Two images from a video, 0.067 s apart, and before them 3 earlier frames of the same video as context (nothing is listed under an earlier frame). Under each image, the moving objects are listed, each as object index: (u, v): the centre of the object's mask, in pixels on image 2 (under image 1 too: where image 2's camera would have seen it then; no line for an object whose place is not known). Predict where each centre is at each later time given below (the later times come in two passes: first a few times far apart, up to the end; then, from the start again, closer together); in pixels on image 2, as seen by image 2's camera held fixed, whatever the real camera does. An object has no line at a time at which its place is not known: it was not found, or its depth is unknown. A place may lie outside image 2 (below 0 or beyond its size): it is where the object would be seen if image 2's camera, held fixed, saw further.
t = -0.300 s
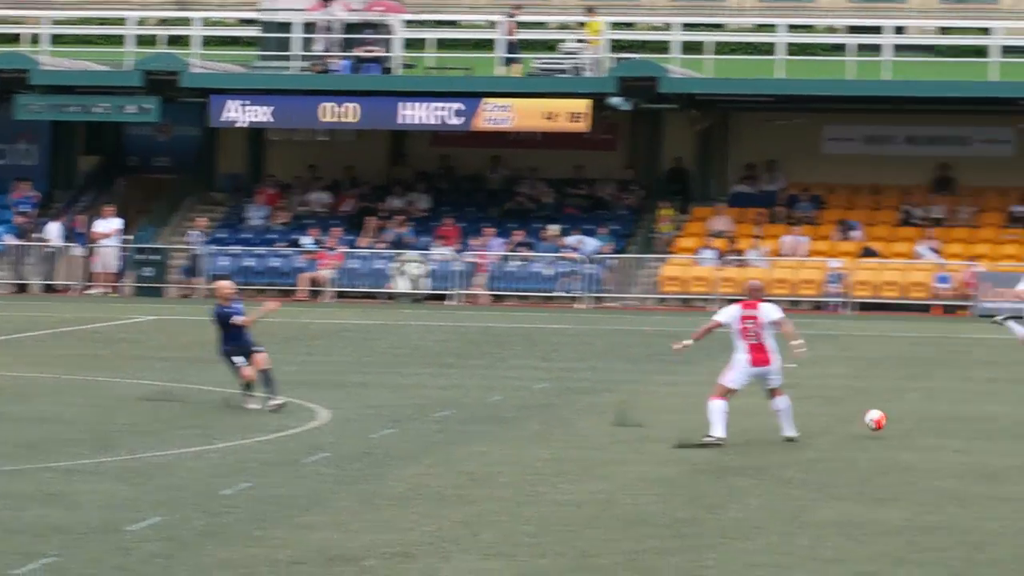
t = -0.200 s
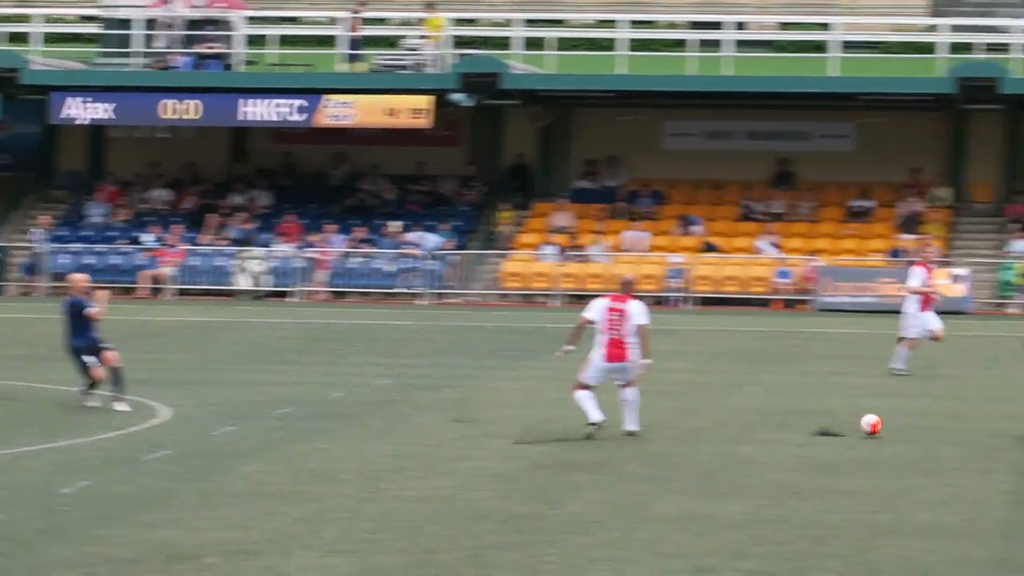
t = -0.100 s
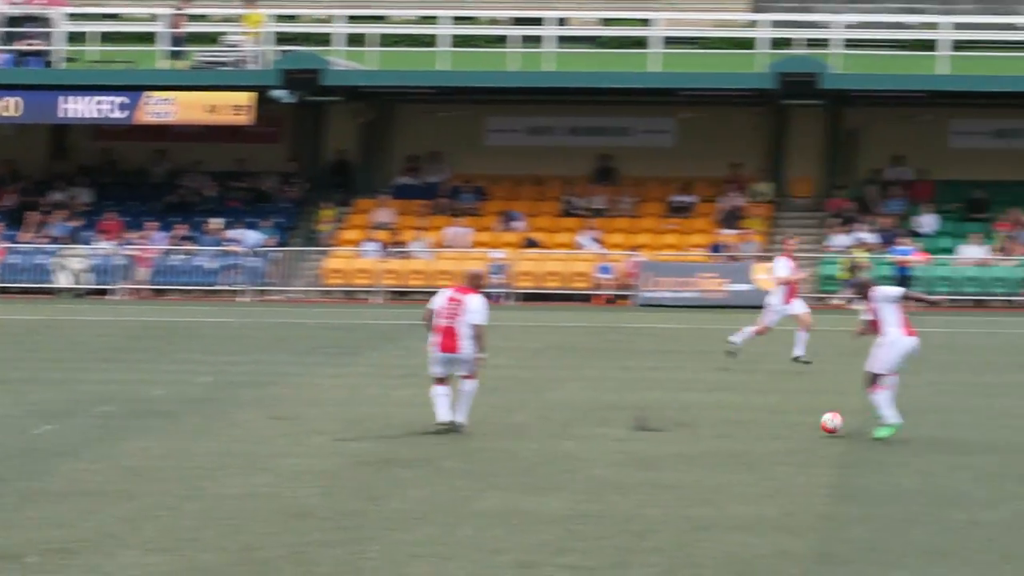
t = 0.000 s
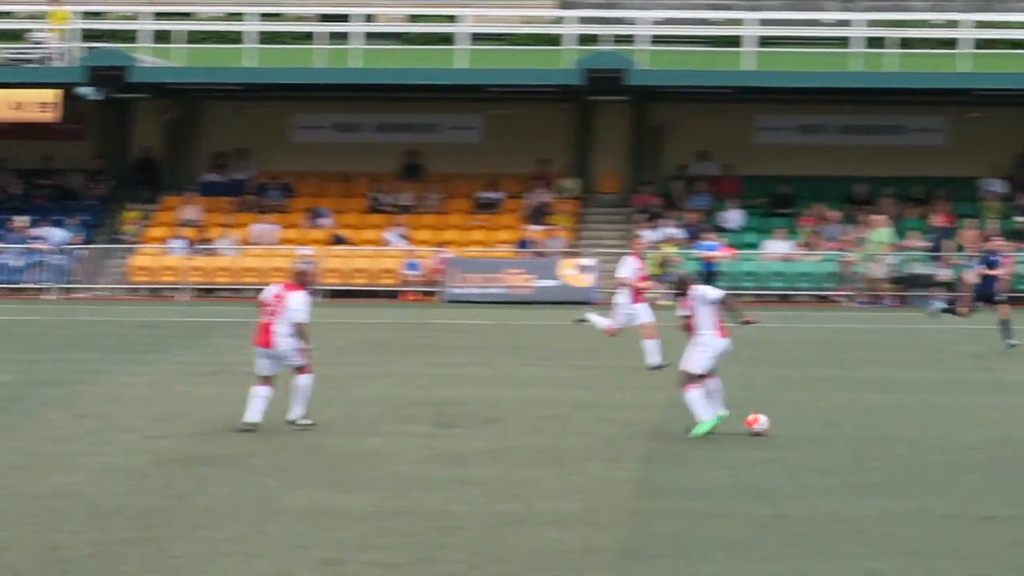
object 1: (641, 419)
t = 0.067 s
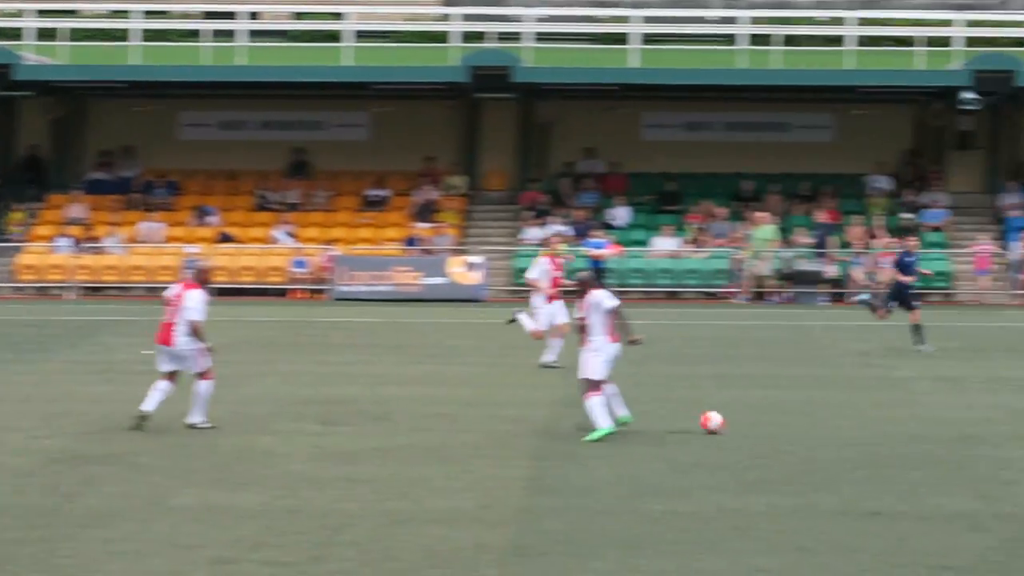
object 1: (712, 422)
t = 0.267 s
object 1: (899, 431)
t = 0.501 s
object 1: (1121, 440)
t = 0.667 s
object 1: (1291, 445)
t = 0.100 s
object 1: (747, 424)
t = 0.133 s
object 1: (782, 426)
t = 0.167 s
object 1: (815, 427)
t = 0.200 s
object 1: (846, 429)
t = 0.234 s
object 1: (872, 430)
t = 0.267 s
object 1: (899, 431)
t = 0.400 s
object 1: (1023, 435)
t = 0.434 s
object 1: (1055, 437)
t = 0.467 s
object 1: (1089, 438)
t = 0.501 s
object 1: (1121, 440)
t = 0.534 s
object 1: (1154, 439)
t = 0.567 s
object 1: (1188, 441)
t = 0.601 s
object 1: (1222, 444)
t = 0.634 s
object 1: (1256, 445)
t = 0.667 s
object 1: (1291, 445)
